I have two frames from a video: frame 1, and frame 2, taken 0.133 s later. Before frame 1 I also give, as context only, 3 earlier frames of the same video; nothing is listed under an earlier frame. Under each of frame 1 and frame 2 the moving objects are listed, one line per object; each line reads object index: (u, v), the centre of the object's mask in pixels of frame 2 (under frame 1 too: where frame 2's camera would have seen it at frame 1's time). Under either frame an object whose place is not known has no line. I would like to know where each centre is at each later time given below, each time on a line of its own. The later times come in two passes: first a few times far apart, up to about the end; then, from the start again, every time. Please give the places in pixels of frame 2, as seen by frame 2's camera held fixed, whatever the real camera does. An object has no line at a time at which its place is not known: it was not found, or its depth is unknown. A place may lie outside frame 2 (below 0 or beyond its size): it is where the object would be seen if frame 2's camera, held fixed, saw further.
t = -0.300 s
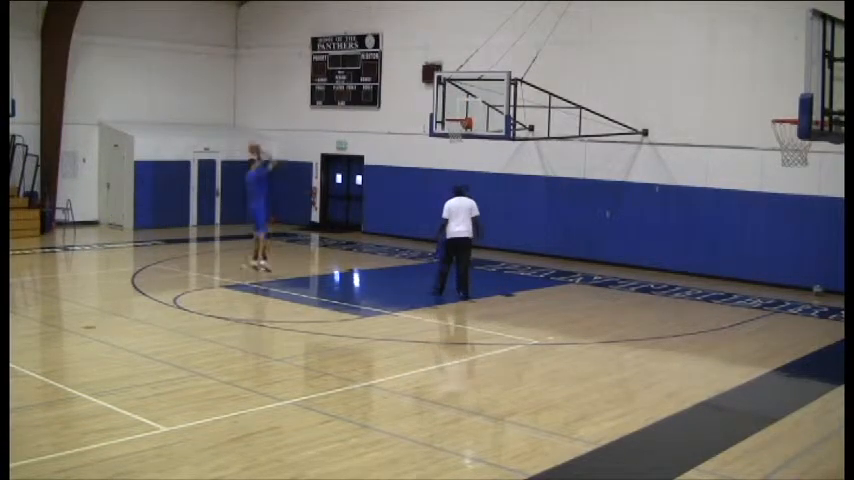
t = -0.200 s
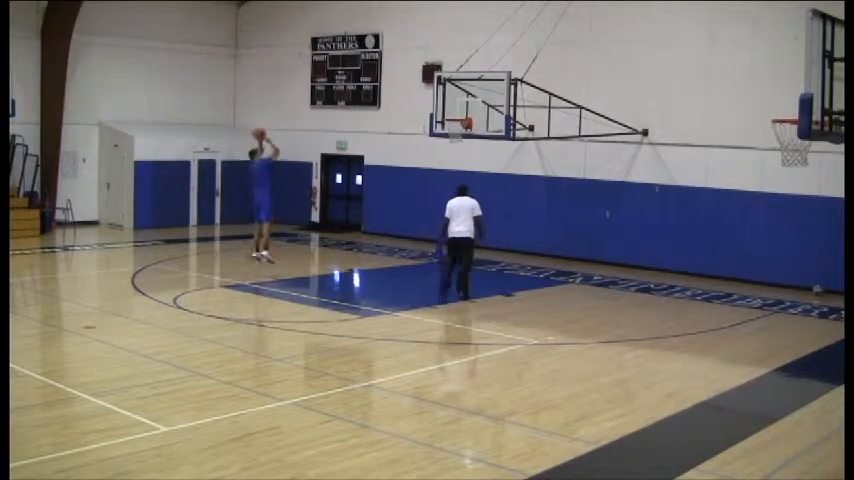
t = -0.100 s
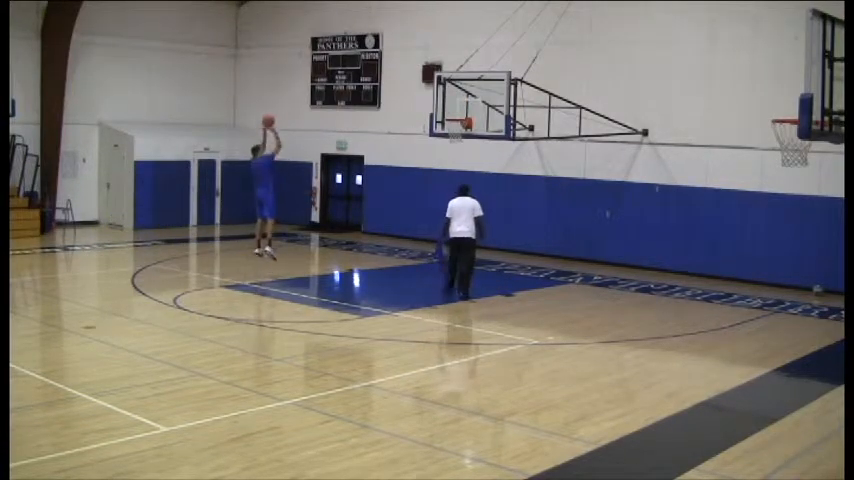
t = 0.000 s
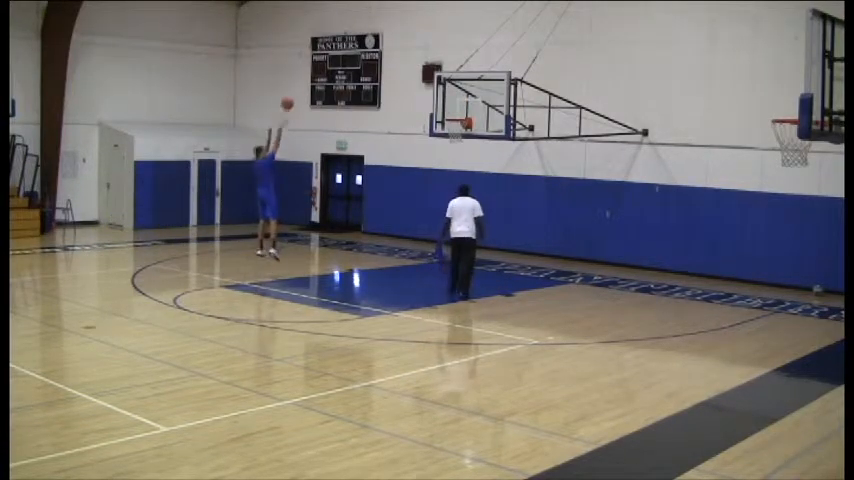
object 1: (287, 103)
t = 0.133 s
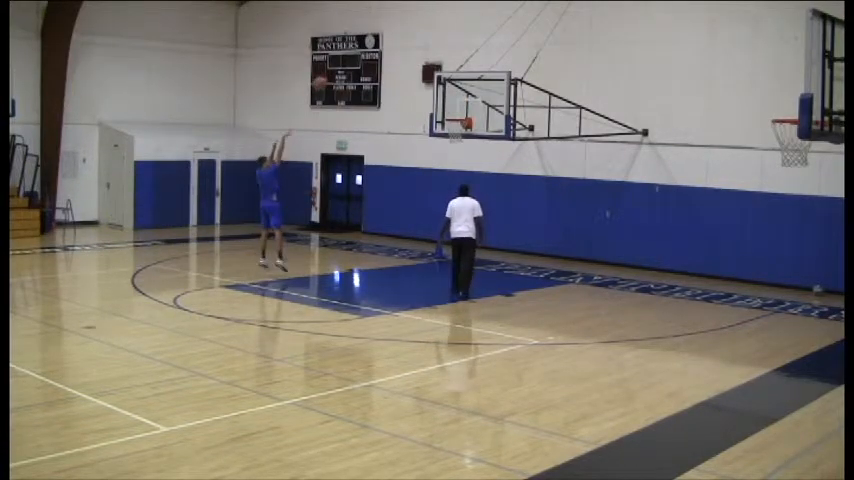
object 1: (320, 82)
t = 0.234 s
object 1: (342, 74)
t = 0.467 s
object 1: (396, 74)
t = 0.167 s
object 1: (327, 77)
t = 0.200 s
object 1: (335, 75)
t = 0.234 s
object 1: (342, 74)
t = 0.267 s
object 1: (351, 73)
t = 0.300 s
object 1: (358, 71)
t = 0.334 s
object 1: (366, 70)
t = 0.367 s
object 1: (372, 70)
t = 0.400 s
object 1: (381, 70)
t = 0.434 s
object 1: (389, 72)
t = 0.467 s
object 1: (396, 74)
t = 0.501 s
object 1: (403, 77)
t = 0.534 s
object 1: (410, 80)
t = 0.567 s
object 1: (417, 83)
